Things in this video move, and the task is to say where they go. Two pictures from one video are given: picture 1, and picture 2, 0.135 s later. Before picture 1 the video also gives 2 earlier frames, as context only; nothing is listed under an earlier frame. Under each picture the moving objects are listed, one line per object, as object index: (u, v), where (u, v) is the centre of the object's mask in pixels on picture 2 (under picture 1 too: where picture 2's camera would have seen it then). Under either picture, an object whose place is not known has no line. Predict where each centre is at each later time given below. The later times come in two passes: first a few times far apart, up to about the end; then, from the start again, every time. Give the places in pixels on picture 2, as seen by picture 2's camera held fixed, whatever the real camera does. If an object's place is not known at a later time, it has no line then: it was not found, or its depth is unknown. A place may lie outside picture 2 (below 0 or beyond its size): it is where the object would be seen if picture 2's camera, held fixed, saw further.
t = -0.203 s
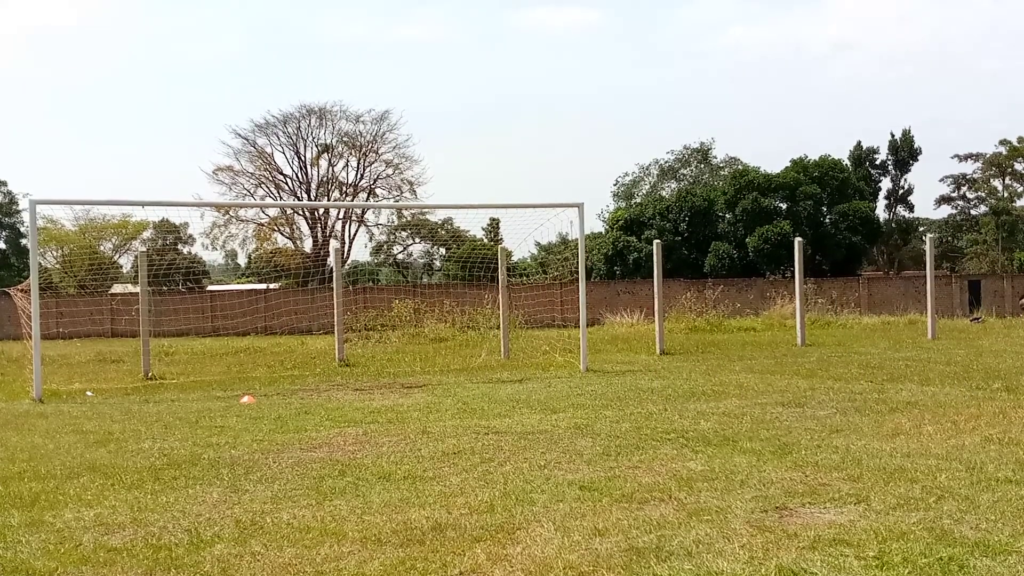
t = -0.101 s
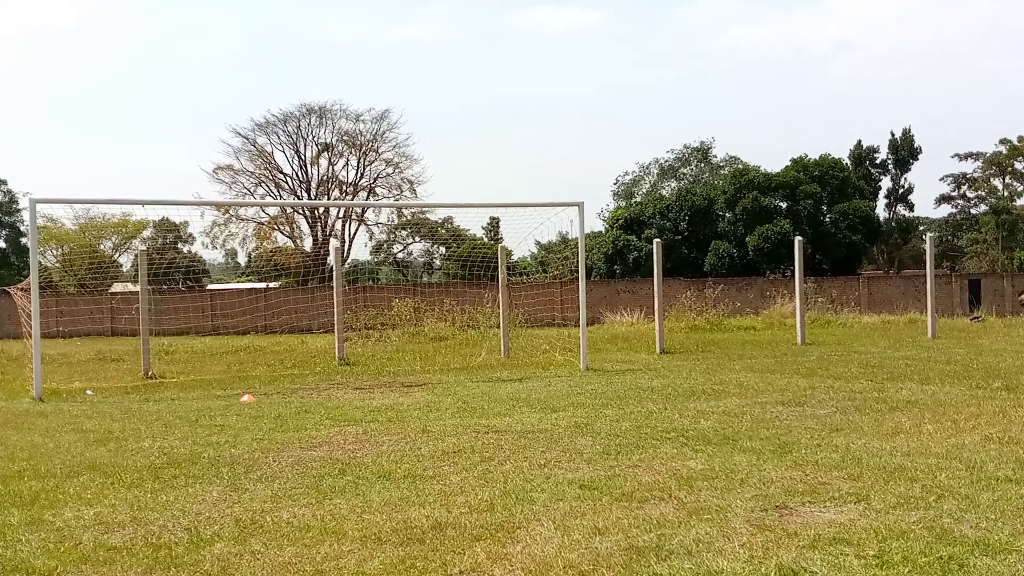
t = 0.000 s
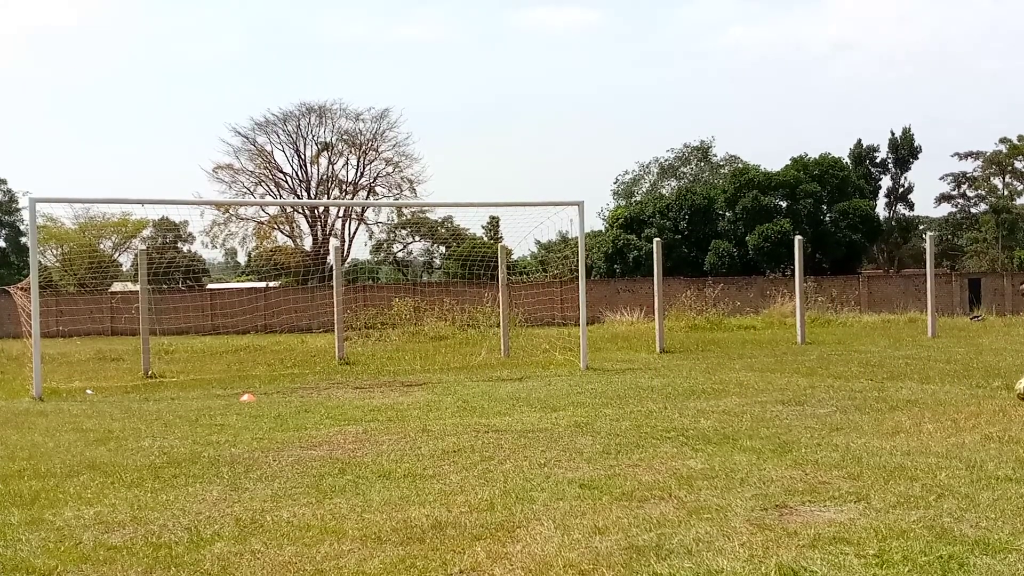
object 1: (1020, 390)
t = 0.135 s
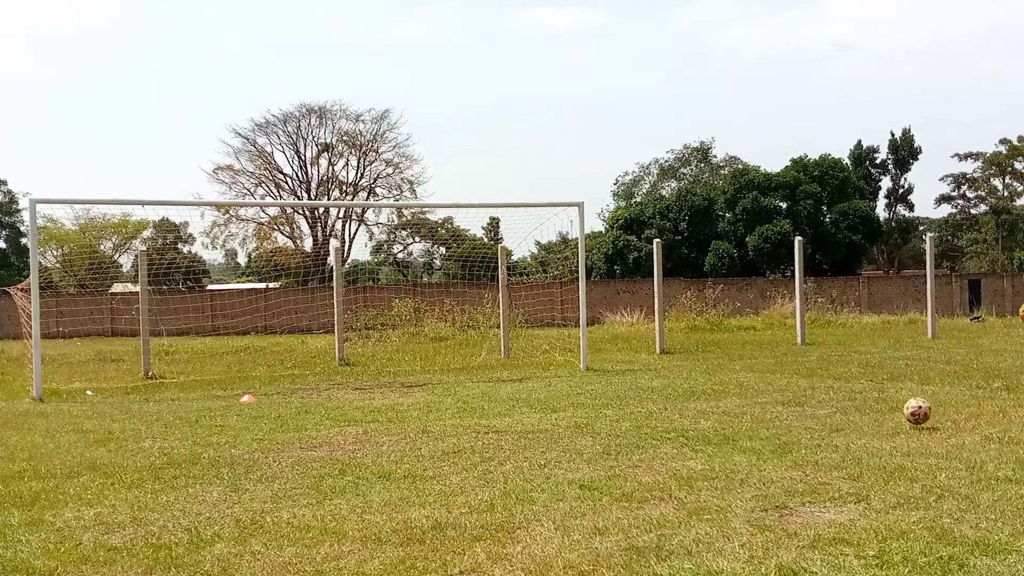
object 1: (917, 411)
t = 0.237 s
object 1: (839, 421)
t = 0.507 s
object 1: (654, 434)
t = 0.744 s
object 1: (498, 441)
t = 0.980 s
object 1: (340, 456)
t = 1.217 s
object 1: (170, 467)
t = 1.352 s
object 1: (75, 474)
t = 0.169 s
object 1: (888, 419)
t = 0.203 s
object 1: (862, 422)
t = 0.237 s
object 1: (839, 421)
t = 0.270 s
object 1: (816, 422)
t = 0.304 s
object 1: (793, 422)
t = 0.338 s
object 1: (770, 423)
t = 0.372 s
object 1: (746, 428)
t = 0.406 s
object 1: (722, 433)
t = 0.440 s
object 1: (701, 436)
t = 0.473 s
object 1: (678, 433)
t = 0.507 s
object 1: (654, 434)
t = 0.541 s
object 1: (632, 436)
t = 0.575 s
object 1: (610, 440)
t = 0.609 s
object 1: (587, 443)
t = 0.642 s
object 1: (564, 443)
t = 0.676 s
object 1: (543, 441)
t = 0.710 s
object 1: (521, 440)
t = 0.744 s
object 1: (498, 441)
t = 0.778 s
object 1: (476, 444)
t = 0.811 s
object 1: (454, 449)
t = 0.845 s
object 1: (432, 454)
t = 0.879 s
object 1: (408, 455)
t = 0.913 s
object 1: (386, 454)
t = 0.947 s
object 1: (363, 455)
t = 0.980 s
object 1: (340, 456)
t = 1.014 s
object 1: (315, 460)
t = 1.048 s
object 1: (292, 463)
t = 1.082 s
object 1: (268, 464)
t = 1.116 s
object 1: (244, 464)
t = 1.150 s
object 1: (218, 467)
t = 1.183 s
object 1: (193, 469)
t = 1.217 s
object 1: (170, 467)
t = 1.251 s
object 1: (146, 465)
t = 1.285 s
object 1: (122, 465)
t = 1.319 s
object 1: (97, 469)
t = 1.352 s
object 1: (75, 474)
